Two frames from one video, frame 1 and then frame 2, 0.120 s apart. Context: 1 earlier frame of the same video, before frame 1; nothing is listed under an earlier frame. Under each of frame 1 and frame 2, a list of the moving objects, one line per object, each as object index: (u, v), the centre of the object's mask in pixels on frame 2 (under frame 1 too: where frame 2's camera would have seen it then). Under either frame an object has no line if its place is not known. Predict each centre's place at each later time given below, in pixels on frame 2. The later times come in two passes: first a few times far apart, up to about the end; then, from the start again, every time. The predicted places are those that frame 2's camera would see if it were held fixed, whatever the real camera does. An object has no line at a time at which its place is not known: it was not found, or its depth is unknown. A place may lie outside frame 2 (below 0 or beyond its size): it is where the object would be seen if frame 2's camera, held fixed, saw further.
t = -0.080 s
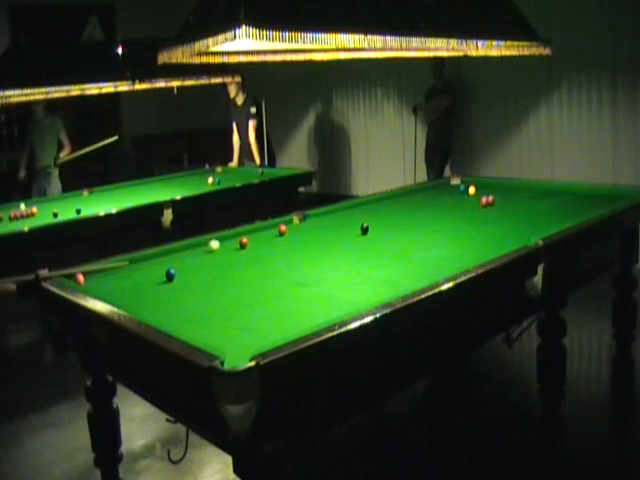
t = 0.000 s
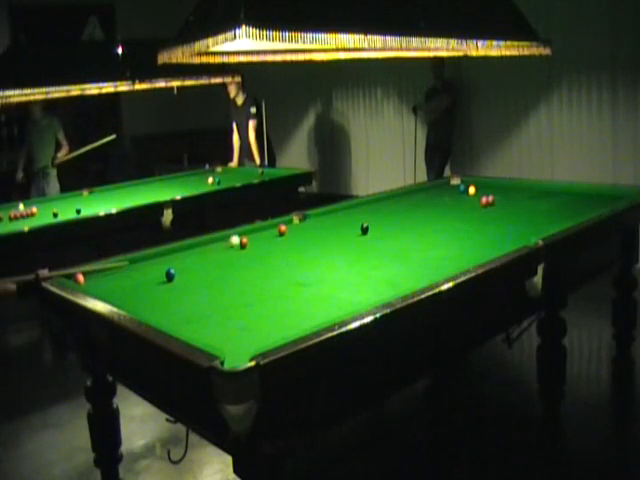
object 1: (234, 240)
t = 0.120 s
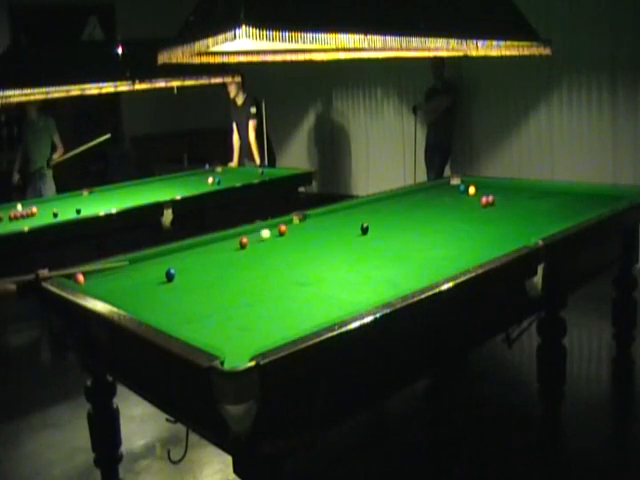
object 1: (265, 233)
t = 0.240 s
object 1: (290, 229)
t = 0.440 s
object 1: (325, 227)
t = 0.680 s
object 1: (369, 222)
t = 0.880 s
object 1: (403, 220)
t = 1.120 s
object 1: (443, 217)
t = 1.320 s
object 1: (475, 213)
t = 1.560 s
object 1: (512, 210)
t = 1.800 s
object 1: (547, 207)
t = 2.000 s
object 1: (575, 205)
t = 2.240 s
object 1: (607, 202)
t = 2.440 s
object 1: (619, 199)
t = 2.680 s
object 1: (614, 196)
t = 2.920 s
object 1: (610, 192)
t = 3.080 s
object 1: (608, 191)
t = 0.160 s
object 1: (274, 232)
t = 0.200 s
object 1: (283, 230)
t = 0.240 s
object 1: (290, 229)
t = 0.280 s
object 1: (296, 229)
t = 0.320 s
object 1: (304, 229)
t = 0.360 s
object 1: (311, 229)
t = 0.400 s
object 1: (318, 228)
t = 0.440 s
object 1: (325, 227)
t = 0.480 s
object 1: (333, 226)
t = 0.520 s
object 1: (340, 226)
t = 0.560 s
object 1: (347, 225)
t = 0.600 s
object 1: (354, 224)
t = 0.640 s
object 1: (361, 223)
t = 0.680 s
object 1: (369, 222)
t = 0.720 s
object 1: (375, 222)
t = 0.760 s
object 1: (382, 222)
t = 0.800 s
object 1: (389, 221)
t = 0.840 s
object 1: (396, 220)
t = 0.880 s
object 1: (403, 220)
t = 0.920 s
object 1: (410, 219)
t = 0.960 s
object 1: (417, 219)
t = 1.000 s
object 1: (423, 218)
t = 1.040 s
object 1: (430, 218)
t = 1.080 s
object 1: (437, 217)
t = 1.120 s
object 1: (443, 217)
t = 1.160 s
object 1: (450, 216)
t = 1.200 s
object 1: (456, 215)
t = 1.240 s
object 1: (462, 215)
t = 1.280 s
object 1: (469, 214)
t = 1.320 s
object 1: (475, 213)
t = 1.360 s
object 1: (481, 213)
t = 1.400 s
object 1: (488, 212)
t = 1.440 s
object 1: (494, 211)
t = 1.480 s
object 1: (500, 211)
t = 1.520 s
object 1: (506, 210)
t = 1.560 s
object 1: (512, 210)
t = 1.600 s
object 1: (518, 209)
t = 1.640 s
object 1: (524, 209)
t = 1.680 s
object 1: (530, 208)
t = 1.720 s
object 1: (535, 208)
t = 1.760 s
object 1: (541, 207)
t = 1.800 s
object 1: (547, 207)
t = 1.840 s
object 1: (552, 206)
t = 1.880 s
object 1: (558, 206)
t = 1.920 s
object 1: (564, 205)
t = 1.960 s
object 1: (569, 205)
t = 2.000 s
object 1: (575, 205)
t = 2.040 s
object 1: (580, 204)
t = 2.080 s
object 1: (585, 204)
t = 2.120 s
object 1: (591, 203)
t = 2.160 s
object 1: (596, 203)
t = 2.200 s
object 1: (602, 202)
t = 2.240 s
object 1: (607, 202)
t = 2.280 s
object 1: (611, 201)
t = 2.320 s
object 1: (617, 200)
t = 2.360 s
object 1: (621, 199)
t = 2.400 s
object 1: (619, 199)
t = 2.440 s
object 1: (619, 199)
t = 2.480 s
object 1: (618, 198)
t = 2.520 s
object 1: (617, 198)
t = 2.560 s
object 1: (617, 197)
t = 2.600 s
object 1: (616, 197)
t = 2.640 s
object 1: (615, 196)
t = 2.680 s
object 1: (614, 196)
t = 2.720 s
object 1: (614, 195)
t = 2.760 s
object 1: (613, 194)
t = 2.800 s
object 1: (612, 194)
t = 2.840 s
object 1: (611, 194)
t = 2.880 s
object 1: (611, 193)
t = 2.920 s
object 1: (610, 192)
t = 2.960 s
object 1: (610, 192)
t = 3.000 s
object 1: (609, 192)
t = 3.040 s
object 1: (608, 191)
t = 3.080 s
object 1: (608, 191)
